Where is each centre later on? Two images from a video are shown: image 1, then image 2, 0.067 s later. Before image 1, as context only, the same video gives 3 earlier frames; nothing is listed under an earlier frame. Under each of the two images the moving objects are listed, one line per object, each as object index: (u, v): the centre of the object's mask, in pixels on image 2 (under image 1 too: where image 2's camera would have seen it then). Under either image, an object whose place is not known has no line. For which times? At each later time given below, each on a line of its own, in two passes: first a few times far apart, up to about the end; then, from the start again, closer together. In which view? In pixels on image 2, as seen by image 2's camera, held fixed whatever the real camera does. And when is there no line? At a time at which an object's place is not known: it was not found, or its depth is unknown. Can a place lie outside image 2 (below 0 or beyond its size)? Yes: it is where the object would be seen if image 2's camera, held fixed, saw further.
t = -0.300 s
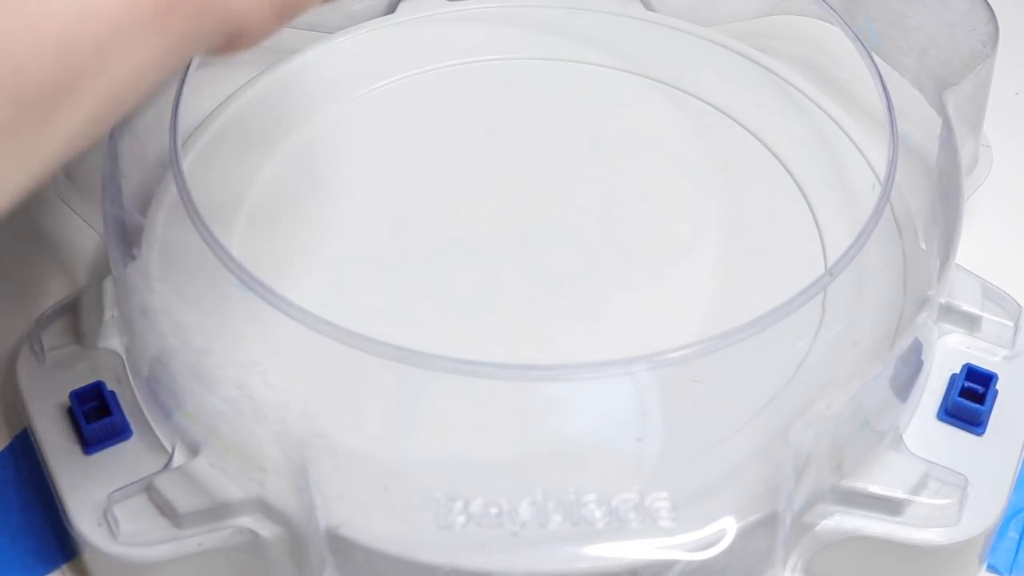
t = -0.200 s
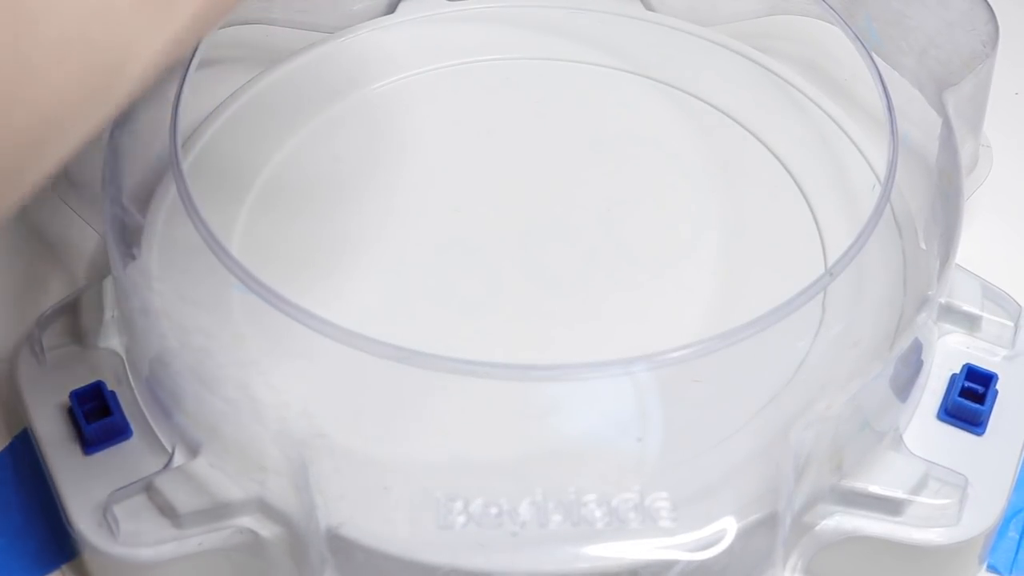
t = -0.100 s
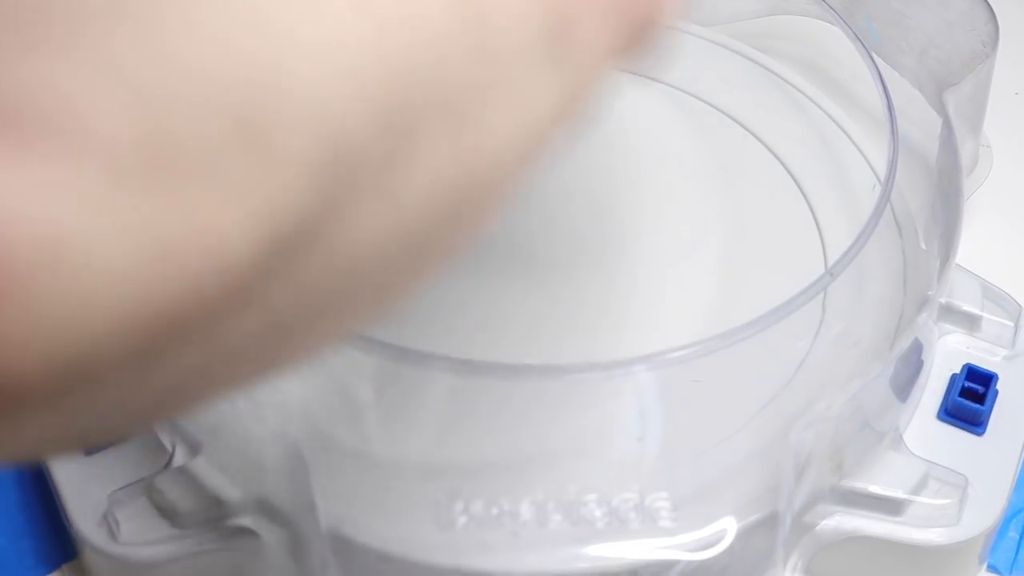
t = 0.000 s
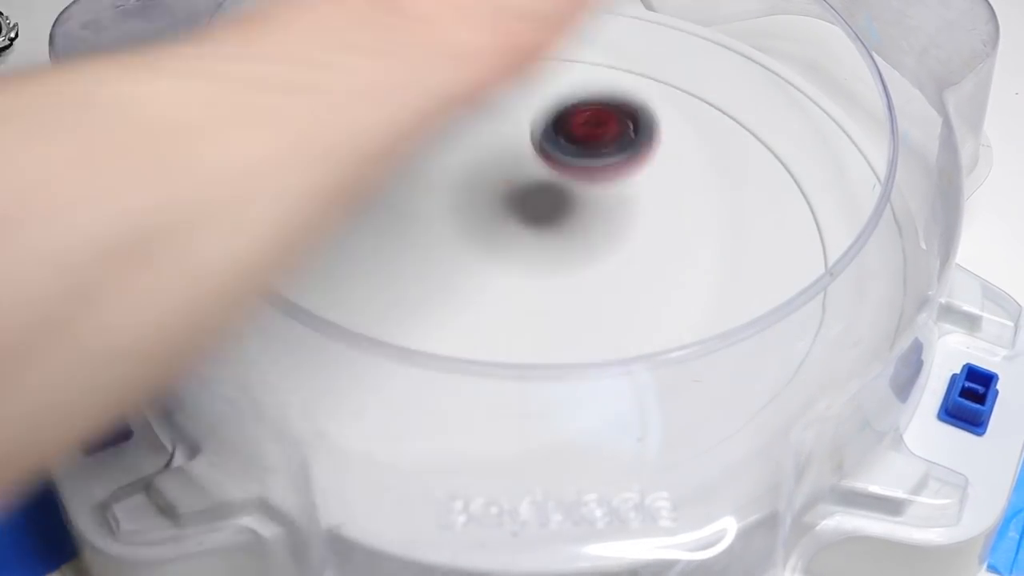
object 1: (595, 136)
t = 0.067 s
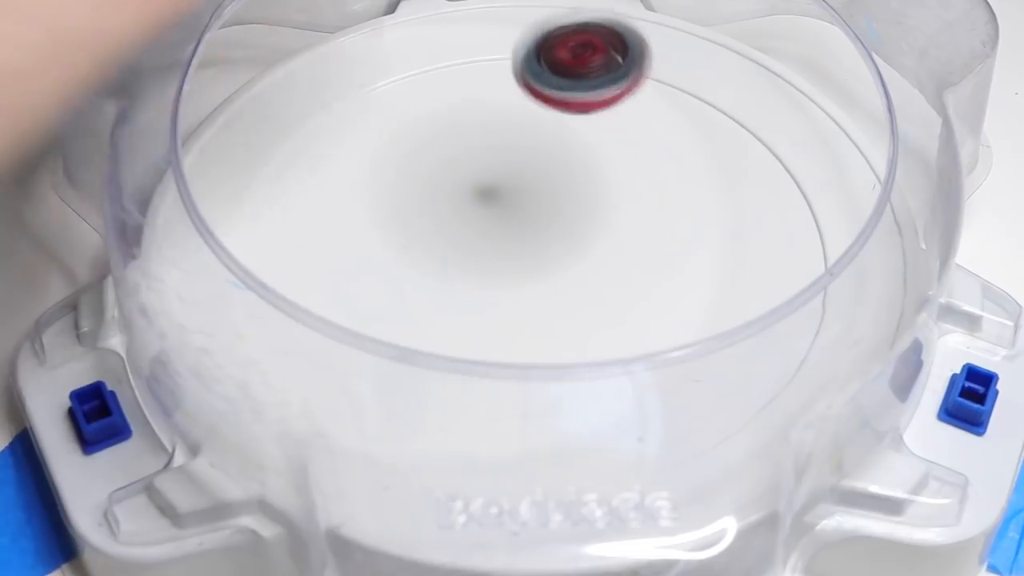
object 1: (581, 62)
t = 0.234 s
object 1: (527, 212)
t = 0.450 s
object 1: (494, 224)
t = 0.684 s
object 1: (454, 251)
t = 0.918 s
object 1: (458, 186)
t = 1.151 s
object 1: (537, 177)
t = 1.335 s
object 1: (522, 265)
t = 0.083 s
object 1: (576, 57)
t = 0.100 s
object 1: (571, 57)
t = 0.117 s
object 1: (565, 63)
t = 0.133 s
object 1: (560, 75)
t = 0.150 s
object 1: (554, 93)
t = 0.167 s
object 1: (548, 115)
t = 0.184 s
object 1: (543, 144)
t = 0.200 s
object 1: (535, 179)
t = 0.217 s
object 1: (528, 219)
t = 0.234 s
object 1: (527, 212)
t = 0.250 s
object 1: (525, 192)
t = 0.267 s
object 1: (523, 179)
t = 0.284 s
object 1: (521, 171)
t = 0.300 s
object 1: (519, 167)
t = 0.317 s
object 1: (517, 169)
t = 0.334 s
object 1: (515, 176)
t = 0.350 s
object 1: (512, 188)
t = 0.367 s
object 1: (510, 206)
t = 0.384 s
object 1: (507, 229)
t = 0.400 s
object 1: (505, 254)
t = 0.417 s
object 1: (501, 243)
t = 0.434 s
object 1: (498, 231)
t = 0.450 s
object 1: (494, 224)
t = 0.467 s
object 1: (491, 223)
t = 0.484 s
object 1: (486, 226)
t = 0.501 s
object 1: (483, 234)
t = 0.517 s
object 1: (478, 249)
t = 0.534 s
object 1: (475, 259)
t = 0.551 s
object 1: (473, 248)
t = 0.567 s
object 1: (471, 243)
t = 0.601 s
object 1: (466, 249)
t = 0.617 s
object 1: (464, 257)
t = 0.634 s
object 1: (461, 253)
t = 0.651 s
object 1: (459, 251)
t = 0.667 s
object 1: (456, 255)
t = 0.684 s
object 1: (454, 251)
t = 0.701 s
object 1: (452, 249)
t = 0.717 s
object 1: (451, 248)
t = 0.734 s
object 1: (450, 242)
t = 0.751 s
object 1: (450, 241)
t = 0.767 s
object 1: (450, 235)
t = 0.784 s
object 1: (450, 232)
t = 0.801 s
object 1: (451, 223)
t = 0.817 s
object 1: (451, 220)
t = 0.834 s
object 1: (452, 213)
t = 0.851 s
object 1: (453, 207)
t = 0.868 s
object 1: (454, 201)
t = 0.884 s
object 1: (456, 195)
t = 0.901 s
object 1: (456, 191)
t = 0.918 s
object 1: (458, 186)
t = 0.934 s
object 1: (458, 180)
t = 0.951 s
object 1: (460, 175)
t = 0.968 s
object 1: (463, 171)
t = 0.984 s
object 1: (467, 167)
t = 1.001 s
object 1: (472, 164)
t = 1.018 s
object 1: (478, 161)
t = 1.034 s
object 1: (485, 159)
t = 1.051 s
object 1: (493, 157)
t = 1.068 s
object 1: (501, 158)
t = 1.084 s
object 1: (509, 159)
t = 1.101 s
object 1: (517, 162)
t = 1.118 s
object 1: (524, 166)
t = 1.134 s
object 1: (531, 170)
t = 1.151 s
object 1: (537, 177)
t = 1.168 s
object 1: (543, 182)
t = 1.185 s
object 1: (547, 190)
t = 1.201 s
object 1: (550, 198)
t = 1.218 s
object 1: (552, 206)
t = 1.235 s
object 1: (551, 216)
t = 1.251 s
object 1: (551, 224)
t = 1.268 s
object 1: (547, 233)
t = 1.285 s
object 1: (543, 242)
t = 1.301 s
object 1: (538, 250)
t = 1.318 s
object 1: (530, 258)
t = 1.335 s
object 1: (522, 265)
